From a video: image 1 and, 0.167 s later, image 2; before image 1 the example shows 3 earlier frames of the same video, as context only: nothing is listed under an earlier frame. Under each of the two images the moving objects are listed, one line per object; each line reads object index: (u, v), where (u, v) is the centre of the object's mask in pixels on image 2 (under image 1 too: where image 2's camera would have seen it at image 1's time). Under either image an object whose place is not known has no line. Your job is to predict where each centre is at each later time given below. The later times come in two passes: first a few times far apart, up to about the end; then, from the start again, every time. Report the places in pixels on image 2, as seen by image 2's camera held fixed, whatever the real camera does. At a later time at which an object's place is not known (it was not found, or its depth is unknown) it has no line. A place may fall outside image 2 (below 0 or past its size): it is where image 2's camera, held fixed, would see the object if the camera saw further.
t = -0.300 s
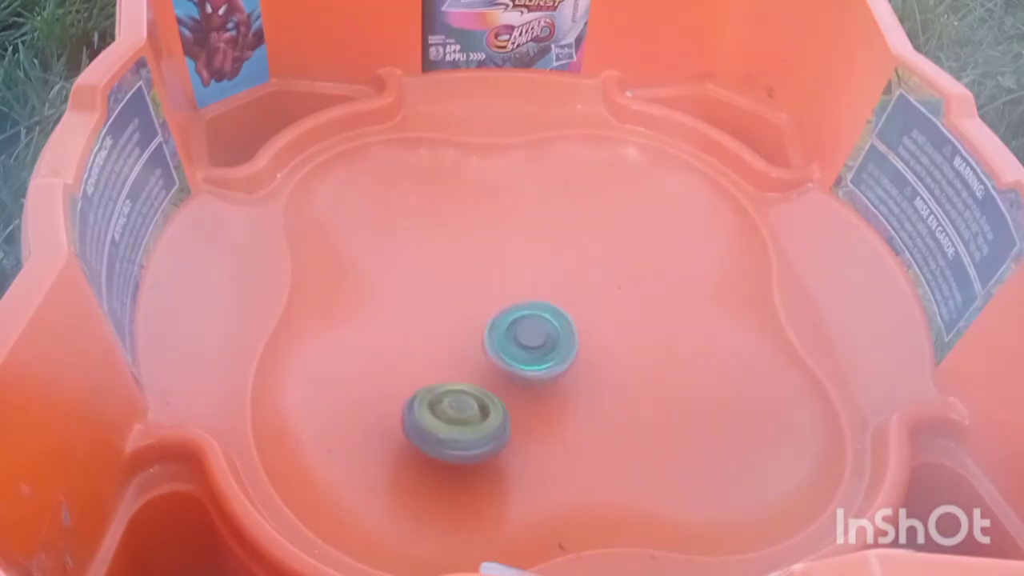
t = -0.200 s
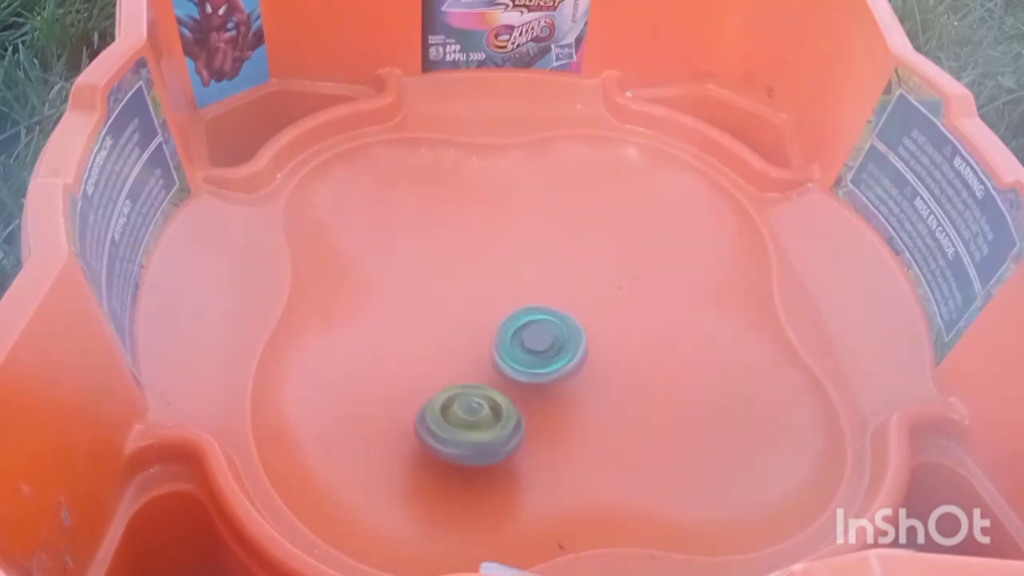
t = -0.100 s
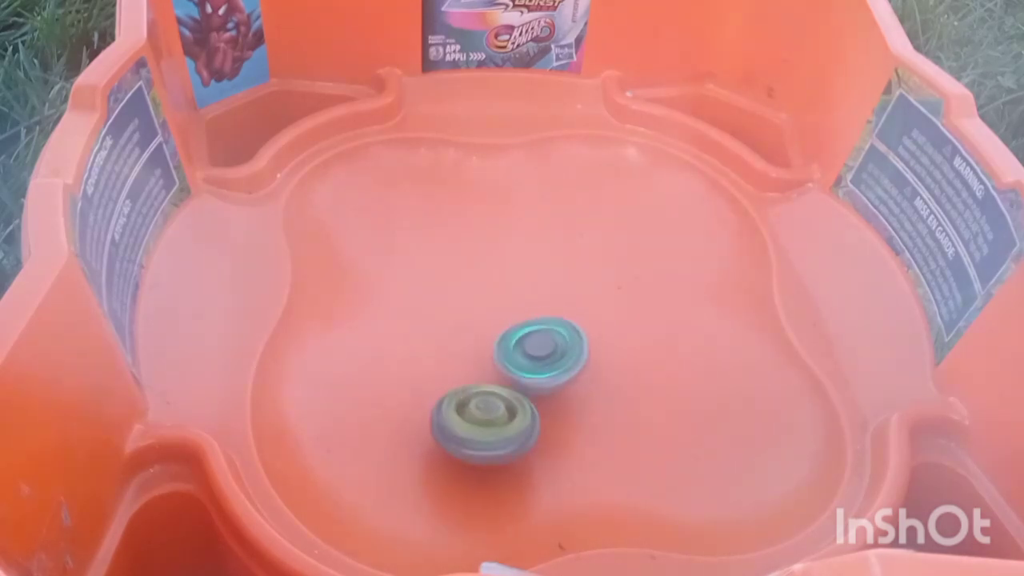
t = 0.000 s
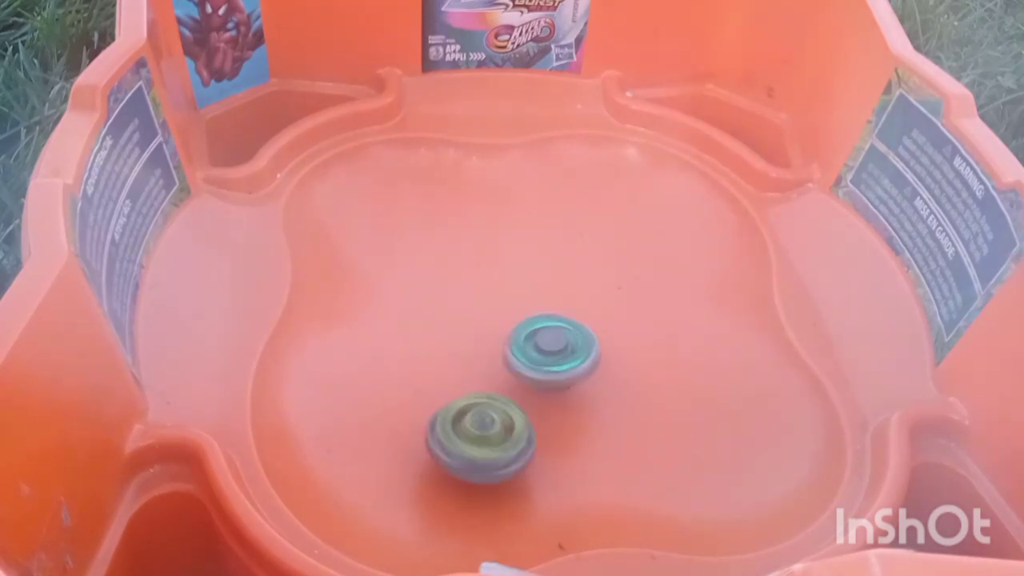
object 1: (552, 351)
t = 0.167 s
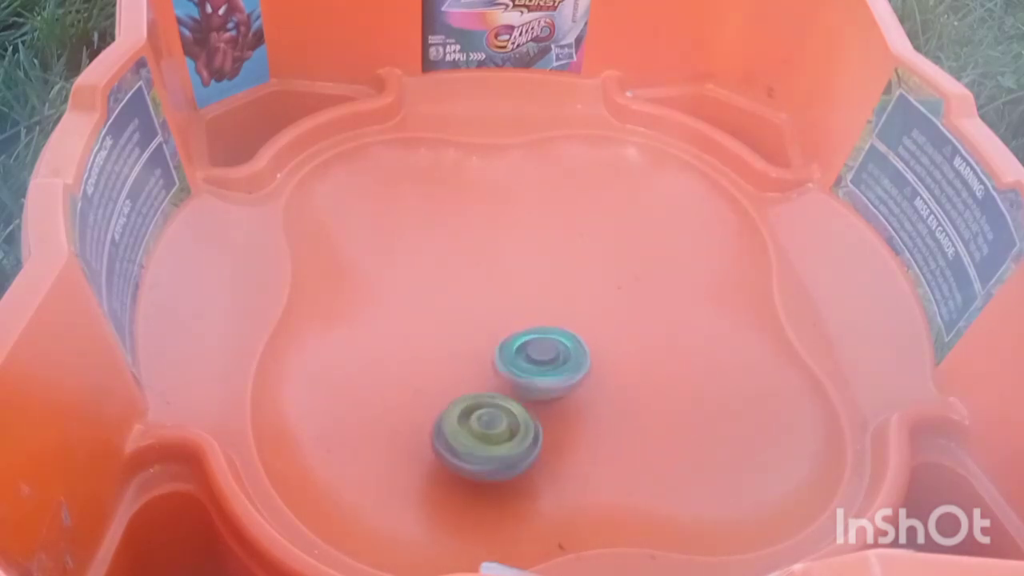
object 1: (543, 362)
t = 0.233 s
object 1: (537, 365)
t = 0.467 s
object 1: (526, 344)
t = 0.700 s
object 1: (520, 338)
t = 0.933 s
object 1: (525, 336)
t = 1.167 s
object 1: (528, 339)
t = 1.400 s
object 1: (514, 351)
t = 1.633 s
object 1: (488, 356)
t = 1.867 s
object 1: (482, 340)
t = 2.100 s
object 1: (495, 343)
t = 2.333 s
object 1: (511, 346)
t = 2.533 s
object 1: (492, 355)
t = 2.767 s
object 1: (467, 353)
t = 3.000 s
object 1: (469, 339)
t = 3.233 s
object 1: (478, 354)
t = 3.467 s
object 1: (481, 344)
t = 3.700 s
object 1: (464, 352)
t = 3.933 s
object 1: (459, 357)
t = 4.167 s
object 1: (469, 366)
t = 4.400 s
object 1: (469, 366)
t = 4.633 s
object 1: (470, 365)
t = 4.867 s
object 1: (478, 365)
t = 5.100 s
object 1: (481, 372)
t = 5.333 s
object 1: (496, 375)
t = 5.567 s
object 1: (491, 378)
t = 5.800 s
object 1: (503, 364)
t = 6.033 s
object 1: (547, 342)
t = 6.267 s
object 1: (568, 356)
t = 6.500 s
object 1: (588, 418)
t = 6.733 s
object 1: (556, 472)
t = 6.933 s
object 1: (471, 477)
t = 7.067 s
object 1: (420, 490)
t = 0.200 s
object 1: (540, 364)
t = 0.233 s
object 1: (537, 365)
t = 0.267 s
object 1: (536, 360)
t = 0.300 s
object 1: (534, 356)
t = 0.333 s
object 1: (534, 352)
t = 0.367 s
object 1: (531, 352)
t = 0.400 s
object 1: (528, 348)
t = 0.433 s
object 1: (527, 347)
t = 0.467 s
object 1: (526, 344)
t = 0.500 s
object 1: (524, 344)
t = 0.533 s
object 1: (523, 341)
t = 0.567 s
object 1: (523, 340)
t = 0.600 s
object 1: (522, 339)
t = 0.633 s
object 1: (522, 338)
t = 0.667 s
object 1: (521, 338)
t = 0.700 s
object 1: (520, 338)
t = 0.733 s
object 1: (520, 339)
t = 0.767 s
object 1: (520, 339)
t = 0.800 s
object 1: (519, 342)
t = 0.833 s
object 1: (518, 343)
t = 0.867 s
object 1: (517, 345)
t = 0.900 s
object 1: (520, 341)
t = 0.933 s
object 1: (525, 336)
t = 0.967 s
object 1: (527, 336)
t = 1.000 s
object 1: (528, 336)
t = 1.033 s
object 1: (526, 336)
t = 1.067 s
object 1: (528, 336)
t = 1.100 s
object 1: (528, 338)
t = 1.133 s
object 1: (528, 339)
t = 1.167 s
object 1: (528, 339)
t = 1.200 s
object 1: (527, 343)
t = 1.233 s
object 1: (526, 343)
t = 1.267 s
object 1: (525, 346)
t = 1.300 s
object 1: (523, 347)
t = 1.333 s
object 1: (520, 349)
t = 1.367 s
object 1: (518, 350)
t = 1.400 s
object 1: (514, 351)
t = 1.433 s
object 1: (512, 353)
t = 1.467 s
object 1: (507, 354)
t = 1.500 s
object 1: (505, 354)
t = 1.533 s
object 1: (500, 355)
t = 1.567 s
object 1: (497, 355)
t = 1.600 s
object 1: (492, 356)
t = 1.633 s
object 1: (488, 356)
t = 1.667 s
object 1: (485, 355)
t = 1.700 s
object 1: (481, 355)
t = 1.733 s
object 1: (478, 353)
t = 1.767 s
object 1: (476, 351)
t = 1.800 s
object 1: (476, 346)
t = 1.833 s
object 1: (479, 341)
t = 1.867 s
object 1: (482, 340)
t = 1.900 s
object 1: (482, 339)
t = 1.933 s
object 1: (484, 338)
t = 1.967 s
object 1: (484, 337)
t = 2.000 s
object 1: (488, 337)
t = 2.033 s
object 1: (491, 339)
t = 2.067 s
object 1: (493, 340)
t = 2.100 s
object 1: (495, 343)
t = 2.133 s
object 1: (497, 345)
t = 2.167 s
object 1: (499, 348)
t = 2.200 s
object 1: (499, 349)
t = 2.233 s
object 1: (505, 343)
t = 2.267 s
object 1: (509, 342)
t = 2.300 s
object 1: (511, 343)
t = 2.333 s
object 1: (511, 346)
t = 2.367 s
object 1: (508, 349)
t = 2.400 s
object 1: (505, 351)
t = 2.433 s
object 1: (502, 352)
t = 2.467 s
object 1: (500, 353)
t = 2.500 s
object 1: (496, 355)
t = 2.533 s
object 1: (492, 355)
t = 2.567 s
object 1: (488, 357)
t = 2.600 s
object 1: (484, 358)
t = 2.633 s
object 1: (480, 357)
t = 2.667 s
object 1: (477, 357)
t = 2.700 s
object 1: (473, 356)
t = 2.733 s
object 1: (469, 354)
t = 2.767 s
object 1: (467, 353)
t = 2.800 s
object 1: (465, 352)
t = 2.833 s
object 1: (462, 351)
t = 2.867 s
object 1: (461, 349)
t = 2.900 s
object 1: (461, 348)
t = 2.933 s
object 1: (461, 342)
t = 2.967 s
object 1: (465, 339)
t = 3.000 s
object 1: (469, 339)
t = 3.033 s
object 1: (471, 341)
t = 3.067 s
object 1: (472, 342)
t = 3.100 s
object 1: (473, 343)
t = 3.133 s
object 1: (475, 344)
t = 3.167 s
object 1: (478, 348)
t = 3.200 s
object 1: (478, 351)
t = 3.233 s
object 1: (478, 354)
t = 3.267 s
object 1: (478, 358)
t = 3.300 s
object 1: (479, 361)
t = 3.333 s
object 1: (479, 352)
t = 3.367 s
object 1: (479, 345)
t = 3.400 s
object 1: (481, 341)
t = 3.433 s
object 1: (481, 343)
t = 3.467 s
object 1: (481, 344)
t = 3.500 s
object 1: (479, 345)
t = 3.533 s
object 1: (476, 346)
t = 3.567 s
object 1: (473, 347)
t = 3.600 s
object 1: (469, 347)
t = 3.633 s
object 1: (468, 350)
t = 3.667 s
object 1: (466, 350)
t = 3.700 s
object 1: (464, 352)
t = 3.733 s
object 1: (463, 355)
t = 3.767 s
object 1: (461, 357)
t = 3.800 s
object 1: (460, 353)
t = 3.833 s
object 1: (463, 352)
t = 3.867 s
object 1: (464, 354)
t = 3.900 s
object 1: (461, 357)
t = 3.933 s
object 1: (459, 357)
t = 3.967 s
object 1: (460, 358)
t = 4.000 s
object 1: (463, 360)
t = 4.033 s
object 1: (463, 361)
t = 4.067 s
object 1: (466, 358)
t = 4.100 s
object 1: (470, 359)
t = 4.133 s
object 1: (471, 363)
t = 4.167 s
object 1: (469, 366)
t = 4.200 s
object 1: (467, 366)
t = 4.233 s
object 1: (468, 367)
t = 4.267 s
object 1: (470, 370)
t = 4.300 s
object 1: (469, 373)
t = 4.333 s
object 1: (468, 375)
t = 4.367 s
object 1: (468, 373)
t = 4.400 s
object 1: (469, 366)
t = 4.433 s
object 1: (470, 364)
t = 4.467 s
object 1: (472, 364)
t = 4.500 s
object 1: (472, 366)
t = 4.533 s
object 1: (469, 366)
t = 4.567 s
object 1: (466, 364)
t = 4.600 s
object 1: (468, 363)
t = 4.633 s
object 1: (470, 365)
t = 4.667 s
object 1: (469, 366)
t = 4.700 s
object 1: (469, 368)
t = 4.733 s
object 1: (468, 370)
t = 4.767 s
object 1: (468, 371)
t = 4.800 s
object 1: (470, 366)
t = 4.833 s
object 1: (474, 363)
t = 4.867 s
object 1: (478, 365)
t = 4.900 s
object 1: (481, 367)
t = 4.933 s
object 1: (480, 369)
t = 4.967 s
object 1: (478, 369)
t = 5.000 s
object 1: (478, 369)
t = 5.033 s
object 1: (479, 369)
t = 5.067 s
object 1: (481, 370)
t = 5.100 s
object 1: (481, 372)
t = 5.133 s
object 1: (482, 372)
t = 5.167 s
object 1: (485, 373)
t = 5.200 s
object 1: (487, 374)
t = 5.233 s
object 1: (491, 370)
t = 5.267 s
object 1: (497, 369)
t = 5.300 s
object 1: (498, 372)
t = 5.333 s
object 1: (496, 375)
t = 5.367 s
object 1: (493, 375)
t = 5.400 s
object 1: (490, 373)
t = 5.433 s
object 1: (492, 372)
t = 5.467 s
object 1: (494, 373)
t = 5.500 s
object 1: (495, 375)
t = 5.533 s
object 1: (494, 377)
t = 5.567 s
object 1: (491, 378)
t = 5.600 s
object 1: (488, 379)
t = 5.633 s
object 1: (487, 380)
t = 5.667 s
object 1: (488, 380)
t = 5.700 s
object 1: (487, 380)
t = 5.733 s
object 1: (487, 379)
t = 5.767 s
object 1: (493, 373)
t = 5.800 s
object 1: (503, 364)
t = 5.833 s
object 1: (510, 360)
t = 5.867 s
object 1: (518, 351)
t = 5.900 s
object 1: (523, 349)
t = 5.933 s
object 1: (530, 345)
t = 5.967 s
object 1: (535, 343)
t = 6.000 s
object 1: (541, 342)
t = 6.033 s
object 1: (547, 342)
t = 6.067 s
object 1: (552, 341)
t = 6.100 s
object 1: (556, 342)
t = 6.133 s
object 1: (559, 344)
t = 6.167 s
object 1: (562, 345)
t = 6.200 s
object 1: (563, 348)
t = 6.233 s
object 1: (565, 352)
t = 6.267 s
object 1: (568, 356)
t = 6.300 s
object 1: (571, 361)
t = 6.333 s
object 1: (574, 368)
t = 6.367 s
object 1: (576, 375)
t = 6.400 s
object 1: (579, 384)
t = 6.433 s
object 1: (582, 394)
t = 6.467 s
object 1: (585, 405)
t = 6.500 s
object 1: (588, 418)
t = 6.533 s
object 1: (590, 430)
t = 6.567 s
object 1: (589, 441)
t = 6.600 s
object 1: (589, 452)
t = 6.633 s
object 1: (583, 460)
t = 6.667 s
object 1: (577, 465)
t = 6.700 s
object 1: (568, 469)
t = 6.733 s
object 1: (556, 472)
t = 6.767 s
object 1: (546, 472)
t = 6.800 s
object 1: (533, 473)
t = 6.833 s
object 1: (518, 475)
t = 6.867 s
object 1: (502, 475)
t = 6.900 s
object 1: (486, 476)
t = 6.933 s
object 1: (471, 477)
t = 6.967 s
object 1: (456, 480)
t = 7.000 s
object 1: (442, 483)
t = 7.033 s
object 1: (429, 487)
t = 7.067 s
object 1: (420, 490)
